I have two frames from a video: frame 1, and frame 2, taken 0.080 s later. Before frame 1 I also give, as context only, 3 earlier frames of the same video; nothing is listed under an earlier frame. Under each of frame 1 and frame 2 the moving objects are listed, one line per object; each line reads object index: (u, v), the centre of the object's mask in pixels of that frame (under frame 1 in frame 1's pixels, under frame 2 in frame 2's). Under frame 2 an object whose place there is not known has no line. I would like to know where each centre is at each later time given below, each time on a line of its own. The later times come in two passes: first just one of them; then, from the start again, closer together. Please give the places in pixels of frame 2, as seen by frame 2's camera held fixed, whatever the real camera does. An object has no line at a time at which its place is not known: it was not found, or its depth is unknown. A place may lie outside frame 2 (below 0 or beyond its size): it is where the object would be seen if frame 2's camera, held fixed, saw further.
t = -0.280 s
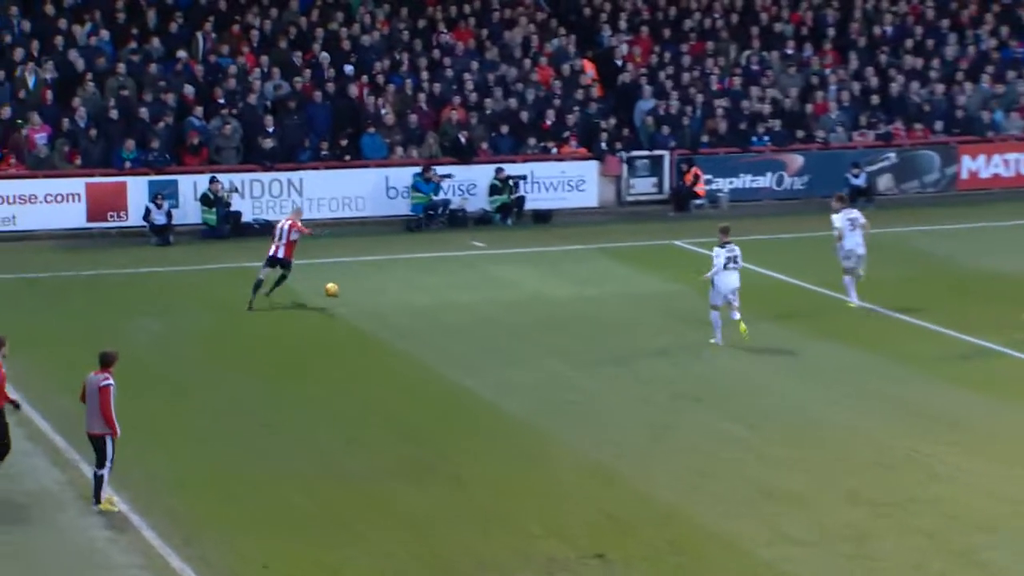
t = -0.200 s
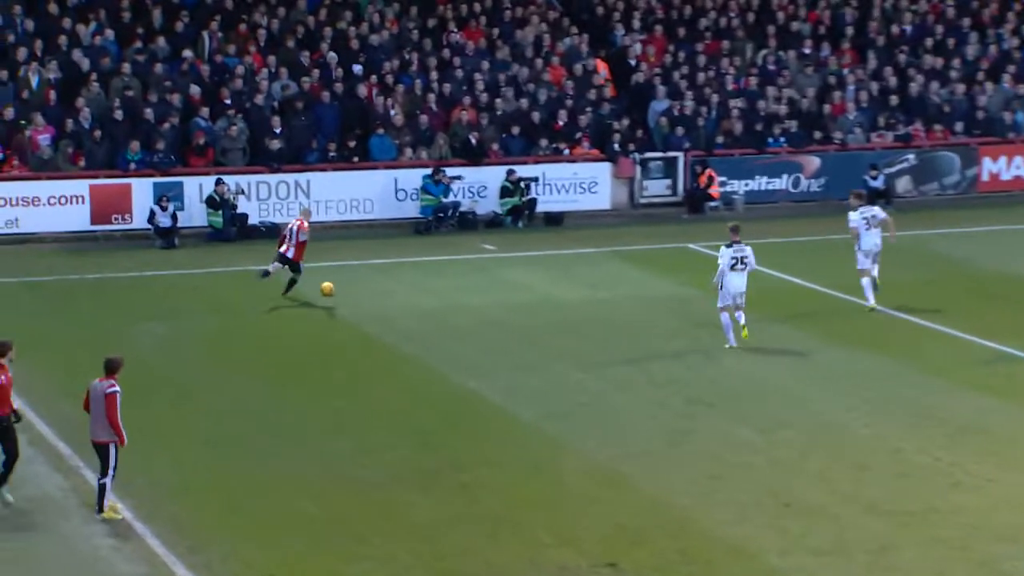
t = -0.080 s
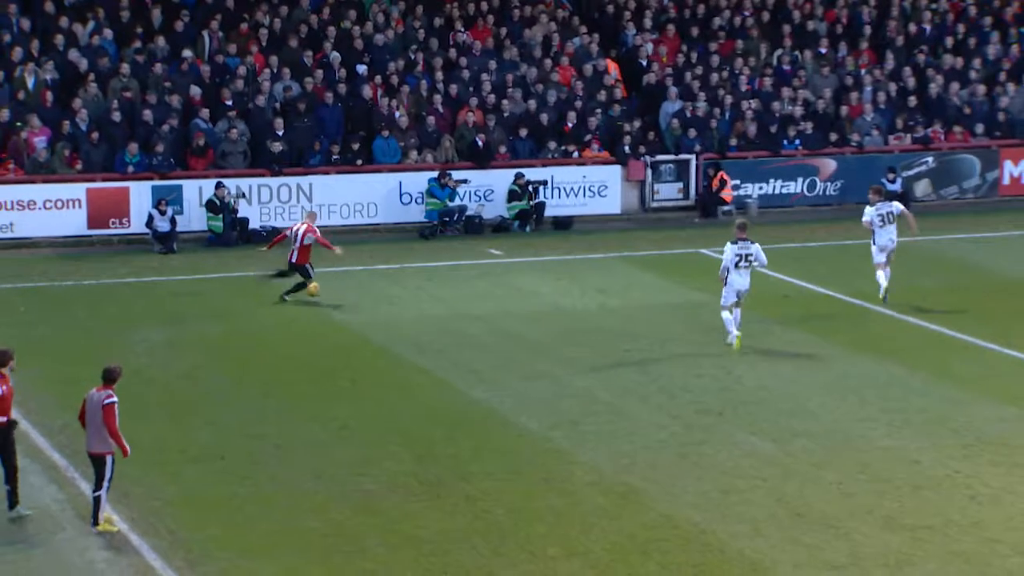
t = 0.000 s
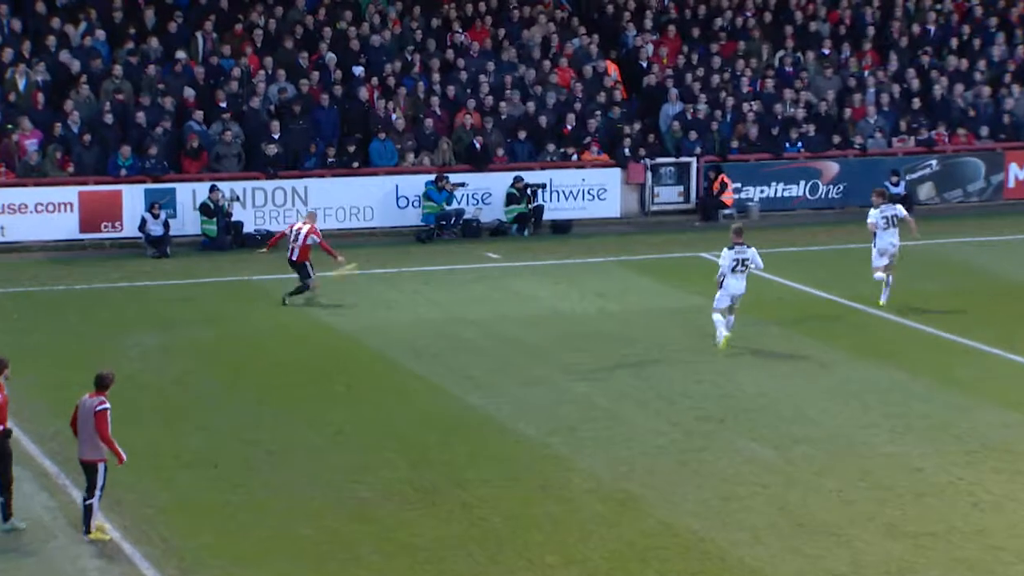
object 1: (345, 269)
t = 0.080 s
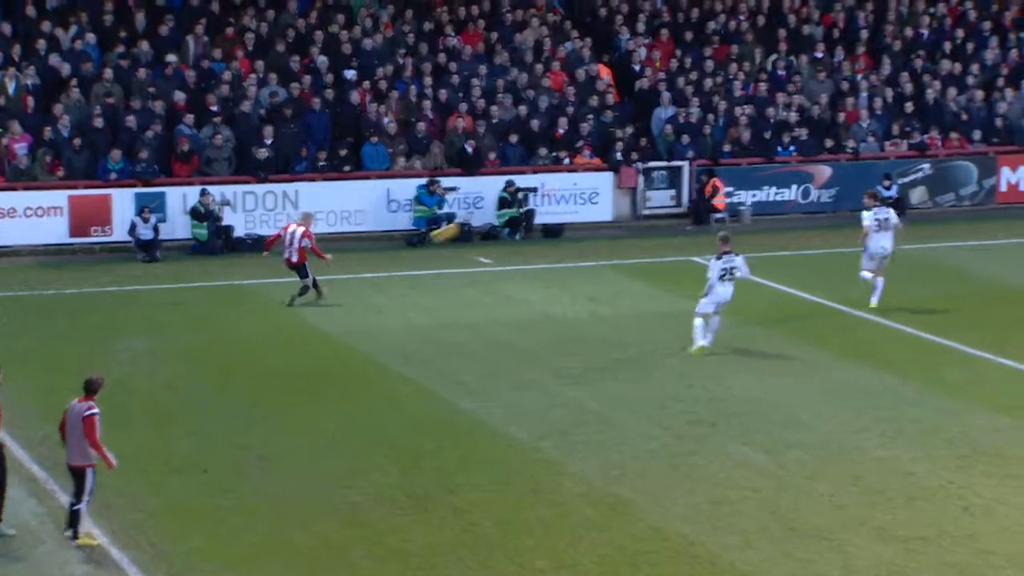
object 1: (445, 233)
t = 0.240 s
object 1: (633, 153)
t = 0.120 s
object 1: (497, 210)
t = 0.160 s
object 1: (543, 191)
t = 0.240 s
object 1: (633, 153)
